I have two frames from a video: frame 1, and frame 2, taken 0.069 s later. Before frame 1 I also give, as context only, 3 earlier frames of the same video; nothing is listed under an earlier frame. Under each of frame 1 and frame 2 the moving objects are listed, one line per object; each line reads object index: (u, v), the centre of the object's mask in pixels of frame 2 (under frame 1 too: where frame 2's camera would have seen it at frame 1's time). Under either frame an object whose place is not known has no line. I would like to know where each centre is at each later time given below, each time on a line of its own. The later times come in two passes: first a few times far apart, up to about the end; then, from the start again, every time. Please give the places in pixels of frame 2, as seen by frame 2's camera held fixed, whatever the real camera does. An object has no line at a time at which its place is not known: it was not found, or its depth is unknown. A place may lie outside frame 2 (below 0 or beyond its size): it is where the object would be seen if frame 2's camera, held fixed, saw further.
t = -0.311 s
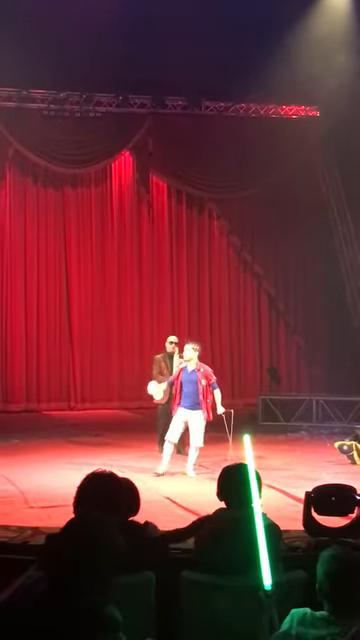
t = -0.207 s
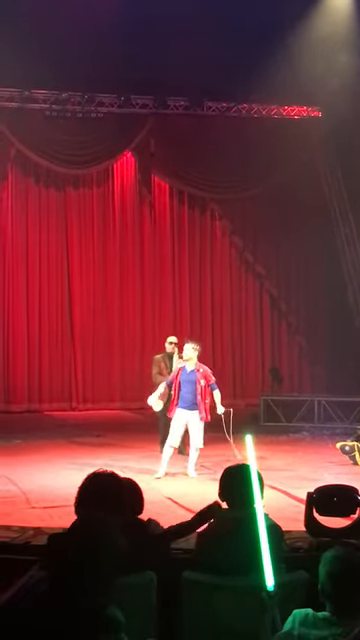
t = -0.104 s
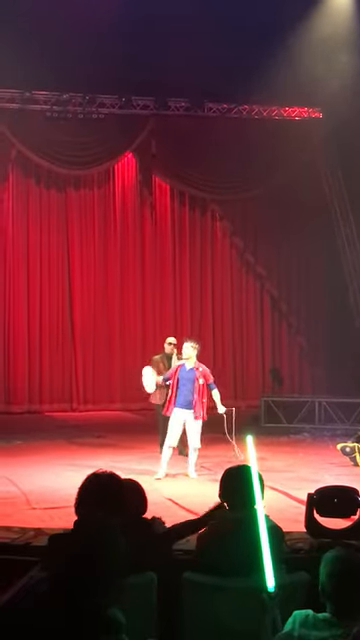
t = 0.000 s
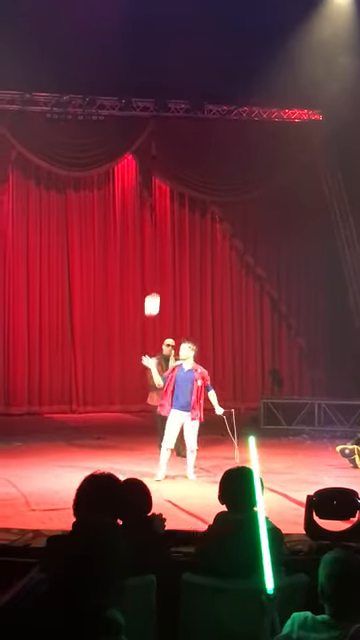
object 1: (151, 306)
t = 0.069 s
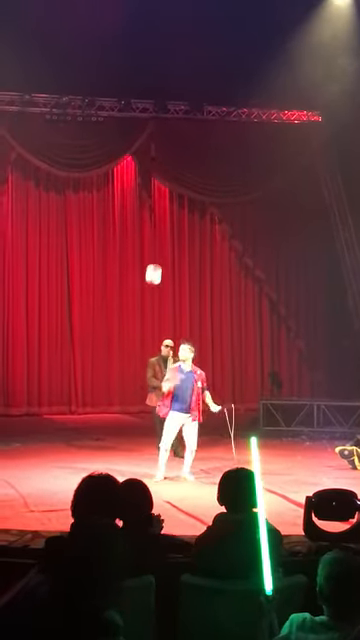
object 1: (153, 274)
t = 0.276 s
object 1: (160, 202)
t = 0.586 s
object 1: (170, 160)
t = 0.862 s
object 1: (180, 184)
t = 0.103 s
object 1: (154, 260)
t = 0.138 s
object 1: (156, 246)
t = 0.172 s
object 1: (157, 233)
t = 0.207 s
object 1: (158, 222)
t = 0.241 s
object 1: (159, 212)
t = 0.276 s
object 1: (160, 202)
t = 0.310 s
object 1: (161, 194)
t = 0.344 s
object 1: (162, 186)
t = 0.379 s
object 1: (163, 179)
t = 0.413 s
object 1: (165, 174)
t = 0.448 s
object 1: (166, 169)
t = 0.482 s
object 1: (167, 165)
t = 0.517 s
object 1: (168, 163)
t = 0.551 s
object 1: (169, 161)
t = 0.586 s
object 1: (170, 160)
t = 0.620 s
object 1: (172, 159)
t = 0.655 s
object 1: (173, 160)
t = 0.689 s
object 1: (174, 162)
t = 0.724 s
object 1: (176, 165)
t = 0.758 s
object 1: (177, 168)
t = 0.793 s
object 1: (178, 173)
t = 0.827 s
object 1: (179, 178)
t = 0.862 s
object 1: (180, 184)
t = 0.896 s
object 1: (181, 192)
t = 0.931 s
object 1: (183, 199)
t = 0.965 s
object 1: (184, 208)
